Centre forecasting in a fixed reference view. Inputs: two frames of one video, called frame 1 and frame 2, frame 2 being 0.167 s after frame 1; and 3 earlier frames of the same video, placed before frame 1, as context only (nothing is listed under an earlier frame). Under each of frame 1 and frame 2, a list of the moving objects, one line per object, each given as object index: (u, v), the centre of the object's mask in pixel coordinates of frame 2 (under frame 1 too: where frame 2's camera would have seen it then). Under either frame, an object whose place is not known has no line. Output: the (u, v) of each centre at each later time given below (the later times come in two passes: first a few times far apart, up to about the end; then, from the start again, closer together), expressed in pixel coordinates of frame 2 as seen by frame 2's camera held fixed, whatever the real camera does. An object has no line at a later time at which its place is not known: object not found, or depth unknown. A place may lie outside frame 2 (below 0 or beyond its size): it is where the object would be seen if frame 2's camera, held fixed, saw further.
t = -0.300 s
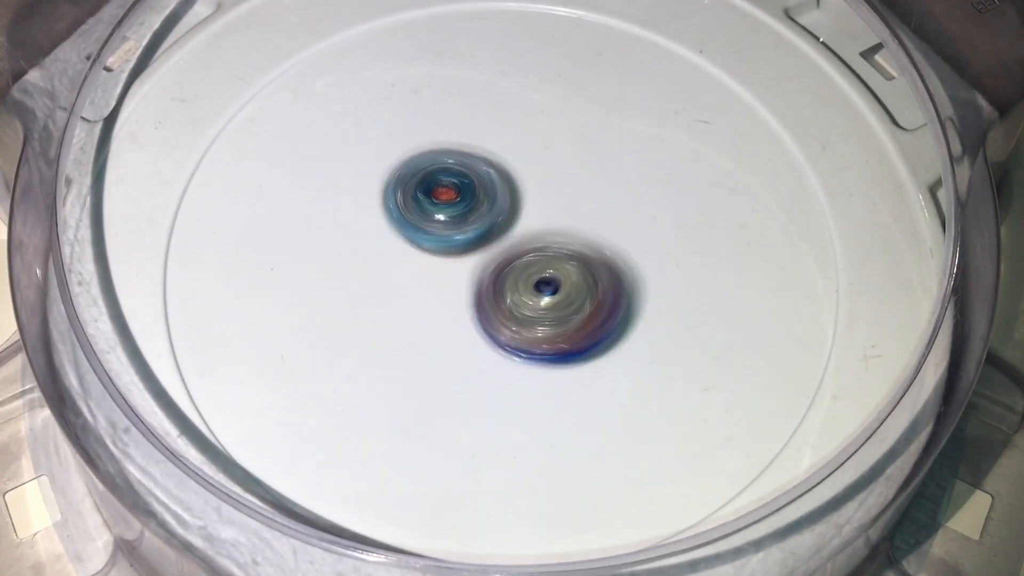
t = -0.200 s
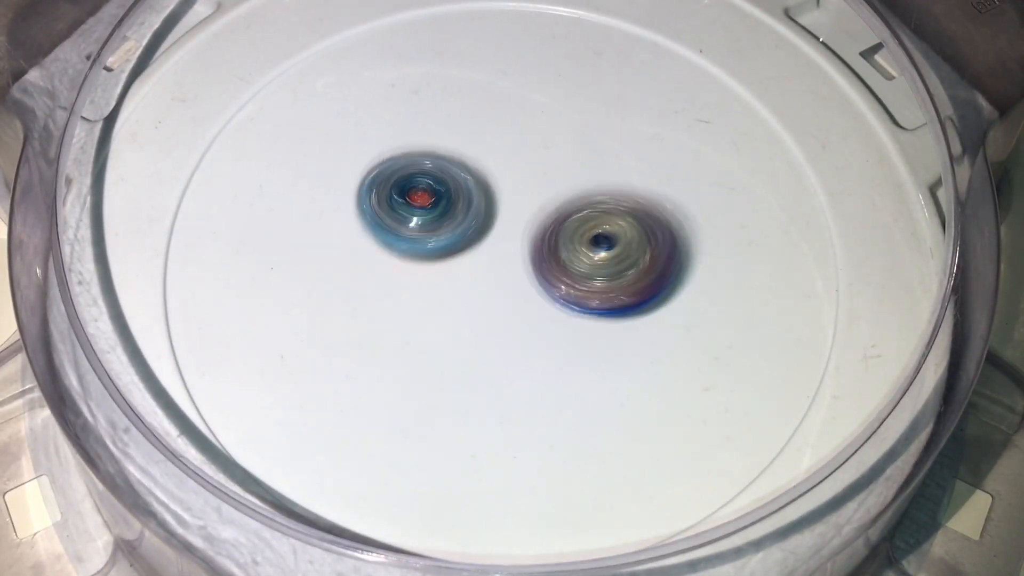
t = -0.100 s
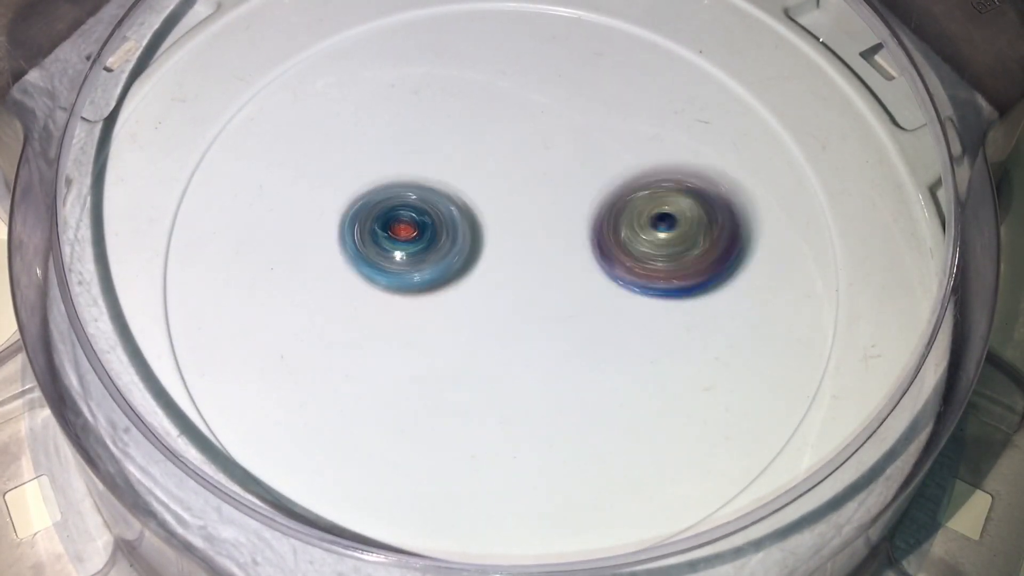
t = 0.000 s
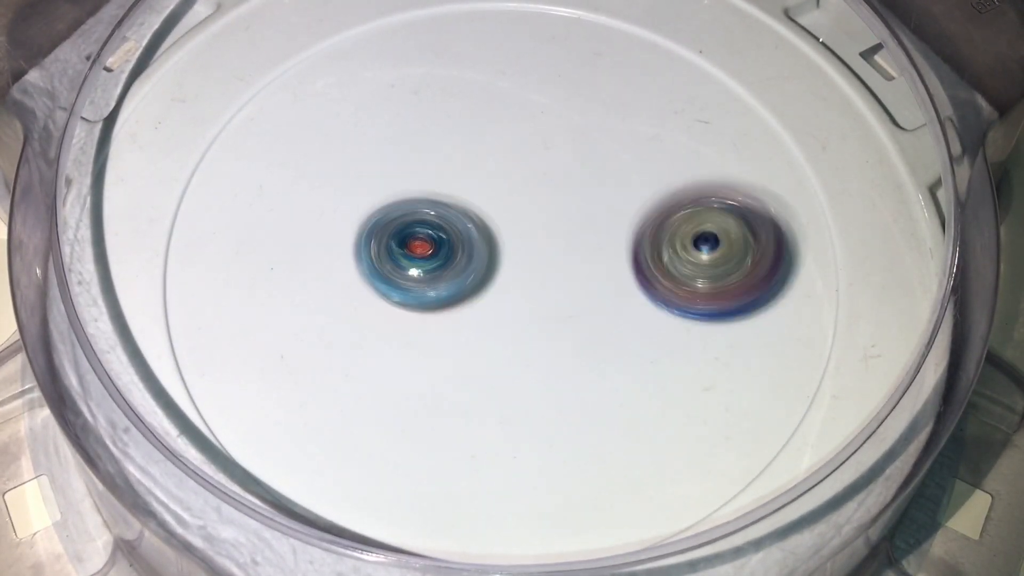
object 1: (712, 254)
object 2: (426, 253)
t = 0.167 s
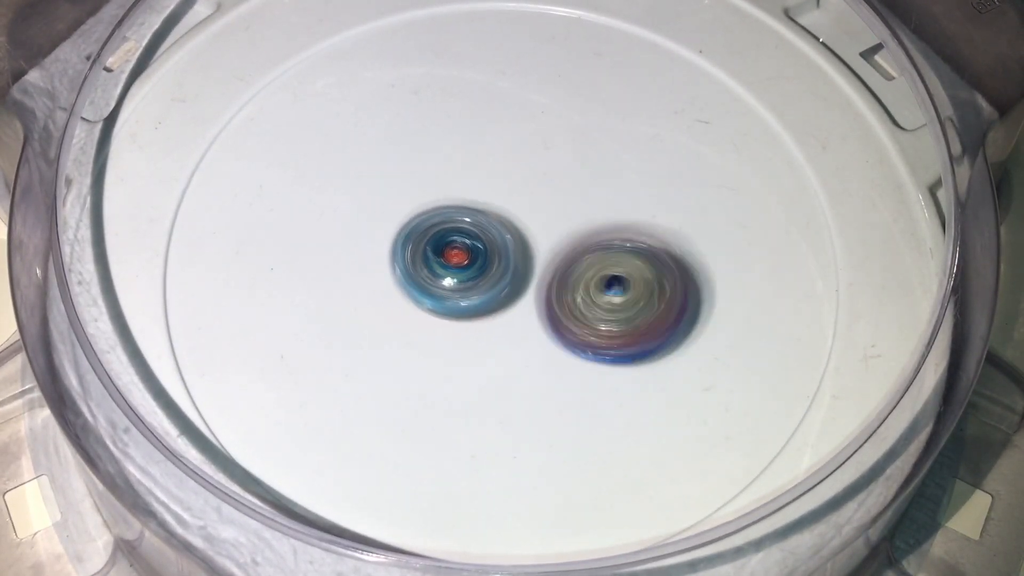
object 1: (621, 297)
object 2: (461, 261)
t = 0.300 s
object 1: (657, 257)
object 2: (306, 229)
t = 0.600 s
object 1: (613, 240)
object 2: (282, 280)
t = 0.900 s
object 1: (559, 106)
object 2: (383, 270)
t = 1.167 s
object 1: (609, 118)
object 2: (345, 304)
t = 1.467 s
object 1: (663, 227)
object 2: (356, 434)
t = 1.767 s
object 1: (399, 254)
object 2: (481, 393)
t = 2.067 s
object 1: (333, 113)
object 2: (538, 312)
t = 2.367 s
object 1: (453, 92)
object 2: (685, 413)
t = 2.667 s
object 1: (560, 145)
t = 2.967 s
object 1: (487, 327)
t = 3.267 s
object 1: (334, 349)
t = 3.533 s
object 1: (303, 211)
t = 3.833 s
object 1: (453, 144)
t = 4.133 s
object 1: (664, 242)
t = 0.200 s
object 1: (613, 288)
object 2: (436, 256)
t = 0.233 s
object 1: (627, 277)
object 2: (378, 245)
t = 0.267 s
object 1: (642, 266)
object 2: (336, 237)
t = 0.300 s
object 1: (657, 257)
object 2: (306, 229)
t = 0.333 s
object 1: (669, 255)
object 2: (287, 226)
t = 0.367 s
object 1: (682, 251)
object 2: (278, 229)
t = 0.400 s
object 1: (685, 253)
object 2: (272, 235)
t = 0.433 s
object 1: (684, 258)
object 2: (269, 243)
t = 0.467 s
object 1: (676, 259)
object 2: (267, 252)
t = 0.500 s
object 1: (664, 259)
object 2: (269, 262)
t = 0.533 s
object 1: (647, 258)
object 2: (272, 270)
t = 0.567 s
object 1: (631, 252)
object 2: (277, 276)
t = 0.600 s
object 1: (613, 240)
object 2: (282, 280)
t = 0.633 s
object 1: (595, 227)
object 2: (290, 283)
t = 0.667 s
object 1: (579, 211)
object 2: (298, 284)
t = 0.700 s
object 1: (566, 194)
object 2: (308, 285)
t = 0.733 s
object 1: (557, 176)
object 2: (320, 285)
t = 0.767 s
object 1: (551, 158)
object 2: (332, 283)
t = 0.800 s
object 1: (546, 142)
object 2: (345, 282)
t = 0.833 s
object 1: (546, 126)
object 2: (357, 278)
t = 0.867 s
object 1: (551, 113)
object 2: (370, 275)
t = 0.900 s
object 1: (559, 106)
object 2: (383, 270)
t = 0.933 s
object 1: (566, 104)
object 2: (396, 266)
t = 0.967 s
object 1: (572, 107)
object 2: (409, 260)
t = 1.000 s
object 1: (575, 115)
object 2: (423, 254)
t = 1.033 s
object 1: (575, 125)
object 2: (436, 247)
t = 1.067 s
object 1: (569, 140)
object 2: (447, 240)
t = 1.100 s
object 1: (558, 154)
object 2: (453, 236)
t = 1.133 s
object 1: (581, 135)
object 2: (398, 269)
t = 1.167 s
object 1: (609, 118)
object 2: (345, 304)
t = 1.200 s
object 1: (633, 110)
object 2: (303, 330)
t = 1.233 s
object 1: (657, 107)
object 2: (272, 353)
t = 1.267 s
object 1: (677, 112)
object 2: (258, 372)
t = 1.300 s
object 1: (695, 124)
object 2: (258, 388)
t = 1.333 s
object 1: (706, 140)
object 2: (270, 399)
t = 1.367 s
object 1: (708, 162)
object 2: (290, 413)
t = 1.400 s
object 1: (700, 187)
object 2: (312, 423)
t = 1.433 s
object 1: (683, 209)
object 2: (334, 430)
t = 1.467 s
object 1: (663, 227)
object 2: (356, 434)
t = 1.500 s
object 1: (635, 246)
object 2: (379, 435)
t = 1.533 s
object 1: (608, 256)
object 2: (397, 432)
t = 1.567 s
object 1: (579, 266)
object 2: (413, 429)
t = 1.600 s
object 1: (548, 268)
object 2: (427, 424)
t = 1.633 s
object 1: (517, 271)
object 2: (440, 418)
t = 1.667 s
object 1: (487, 270)
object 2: (451, 413)
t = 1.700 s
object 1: (455, 267)
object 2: (462, 407)
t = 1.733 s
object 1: (427, 262)
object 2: (472, 400)
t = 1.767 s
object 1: (399, 254)
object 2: (481, 393)
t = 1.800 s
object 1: (374, 244)
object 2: (490, 385)
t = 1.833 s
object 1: (351, 229)
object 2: (498, 377)
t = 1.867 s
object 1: (330, 214)
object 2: (506, 369)
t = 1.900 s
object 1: (316, 197)
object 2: (514, 360)
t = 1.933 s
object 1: (305, 179)
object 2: (520, 350)
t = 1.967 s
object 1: (300, 158)
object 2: (526, 341)
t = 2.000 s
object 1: (303, 139)
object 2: (530, 331)
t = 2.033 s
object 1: (314, 124)
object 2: (534, 321)
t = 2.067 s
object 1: (333, 113)
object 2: (538, 312)
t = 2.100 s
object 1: (357, 109)
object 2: (541, 302)
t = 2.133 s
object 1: (383, 114)
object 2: (543, 293)
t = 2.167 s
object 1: (409, 120)
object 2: (546, 285)
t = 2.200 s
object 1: (433, 131)
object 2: (548, 276)
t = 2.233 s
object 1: (456, 148)
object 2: (550, 268)
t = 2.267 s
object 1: (476, 159)
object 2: (556, 269)
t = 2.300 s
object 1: (465, 131)
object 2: (599, 319)
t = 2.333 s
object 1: (457, 107)
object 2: (646, 373)
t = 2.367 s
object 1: (453, 92)
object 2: (685, 413)
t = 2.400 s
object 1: (457, 83)
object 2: (718, 444)
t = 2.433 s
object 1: (465, 73)
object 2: (744, 466)
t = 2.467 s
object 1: (478, 69)
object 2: (757, 469)
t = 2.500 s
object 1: (495, 67)
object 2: (766, 467)
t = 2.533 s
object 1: (514, 72)
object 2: (773, 464)
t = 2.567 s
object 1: (531, 82)
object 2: (780, 455)
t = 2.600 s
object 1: (545, 99)
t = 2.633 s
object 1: (555, 121)
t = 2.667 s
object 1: (560, 145)
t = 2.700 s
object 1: (561, 166)
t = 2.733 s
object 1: (559, 188)
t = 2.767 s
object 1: (554, 212)
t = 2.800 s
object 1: (548, 232)
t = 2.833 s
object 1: (538, 252)
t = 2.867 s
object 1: (525, 273)
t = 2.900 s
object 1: (514, 293)
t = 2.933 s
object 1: (501, 309)
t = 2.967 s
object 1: (487, 327)
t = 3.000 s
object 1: (473, 340)
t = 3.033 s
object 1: (456, 352)
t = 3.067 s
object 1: (437, 363)
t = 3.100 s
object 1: (418, 371)
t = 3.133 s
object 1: (399, 376)
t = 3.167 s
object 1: (379, 378)
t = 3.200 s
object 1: (359, 375)
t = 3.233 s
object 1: (343, 364)
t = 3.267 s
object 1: (334, 349)
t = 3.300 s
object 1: (332, 329)
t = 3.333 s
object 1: (340, 310)
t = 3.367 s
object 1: (354, 292)
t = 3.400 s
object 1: (372, 278)
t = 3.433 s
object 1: (351, 262)
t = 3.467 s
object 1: (323, 246)
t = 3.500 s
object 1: (307, 230)
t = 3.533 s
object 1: (303, 211)
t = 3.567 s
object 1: (300, 193)
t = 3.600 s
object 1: (308, 178)
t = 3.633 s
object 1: (317, 166)
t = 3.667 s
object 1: (329, 158)
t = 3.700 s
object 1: (356, 150)
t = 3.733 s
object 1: (376, 138)
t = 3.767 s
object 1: (395, 144)
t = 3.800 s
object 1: (435, 147)
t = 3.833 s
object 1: (453, 144)
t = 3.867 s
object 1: (478, 149)
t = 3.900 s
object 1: (502, 156)
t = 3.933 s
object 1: (525, 169)
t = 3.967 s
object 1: (545, 179)
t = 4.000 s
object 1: (564, 192)
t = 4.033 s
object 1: (596, 203)
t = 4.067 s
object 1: (626, 214)
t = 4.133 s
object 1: (664, 242)
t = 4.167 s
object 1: (679, 258)
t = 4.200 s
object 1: (690, 277)
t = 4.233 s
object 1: (699, 290)
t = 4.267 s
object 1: (706, 306)
